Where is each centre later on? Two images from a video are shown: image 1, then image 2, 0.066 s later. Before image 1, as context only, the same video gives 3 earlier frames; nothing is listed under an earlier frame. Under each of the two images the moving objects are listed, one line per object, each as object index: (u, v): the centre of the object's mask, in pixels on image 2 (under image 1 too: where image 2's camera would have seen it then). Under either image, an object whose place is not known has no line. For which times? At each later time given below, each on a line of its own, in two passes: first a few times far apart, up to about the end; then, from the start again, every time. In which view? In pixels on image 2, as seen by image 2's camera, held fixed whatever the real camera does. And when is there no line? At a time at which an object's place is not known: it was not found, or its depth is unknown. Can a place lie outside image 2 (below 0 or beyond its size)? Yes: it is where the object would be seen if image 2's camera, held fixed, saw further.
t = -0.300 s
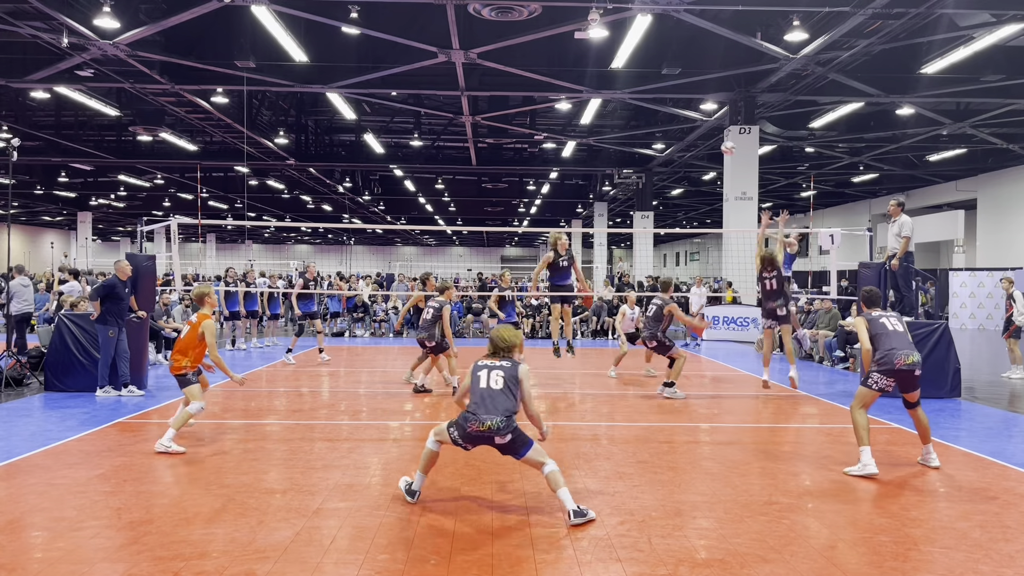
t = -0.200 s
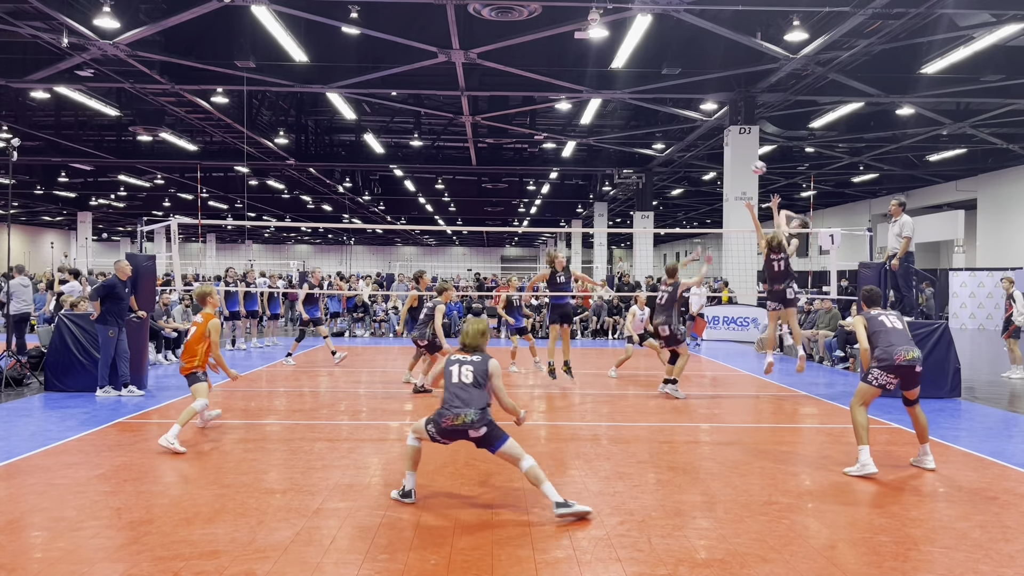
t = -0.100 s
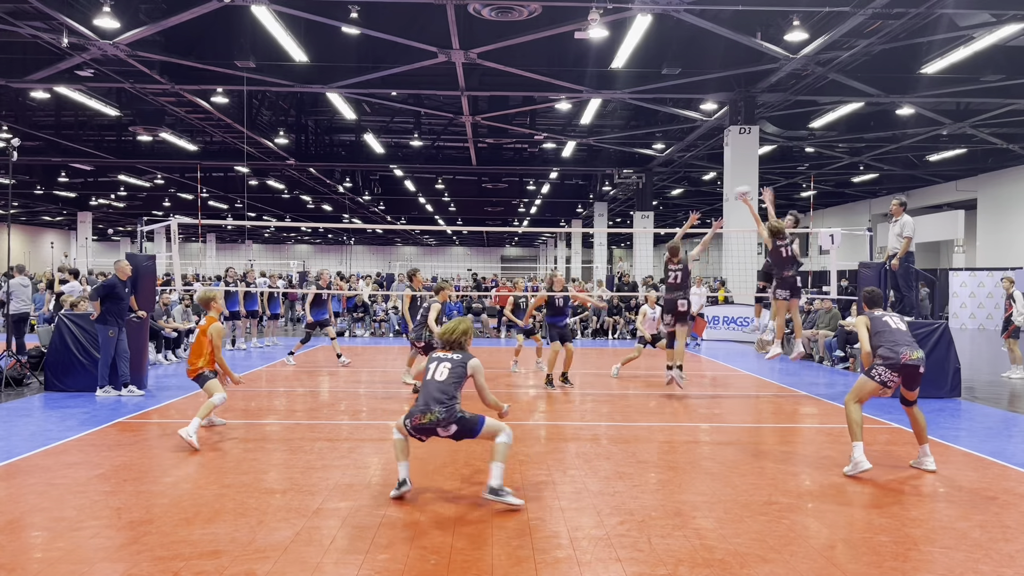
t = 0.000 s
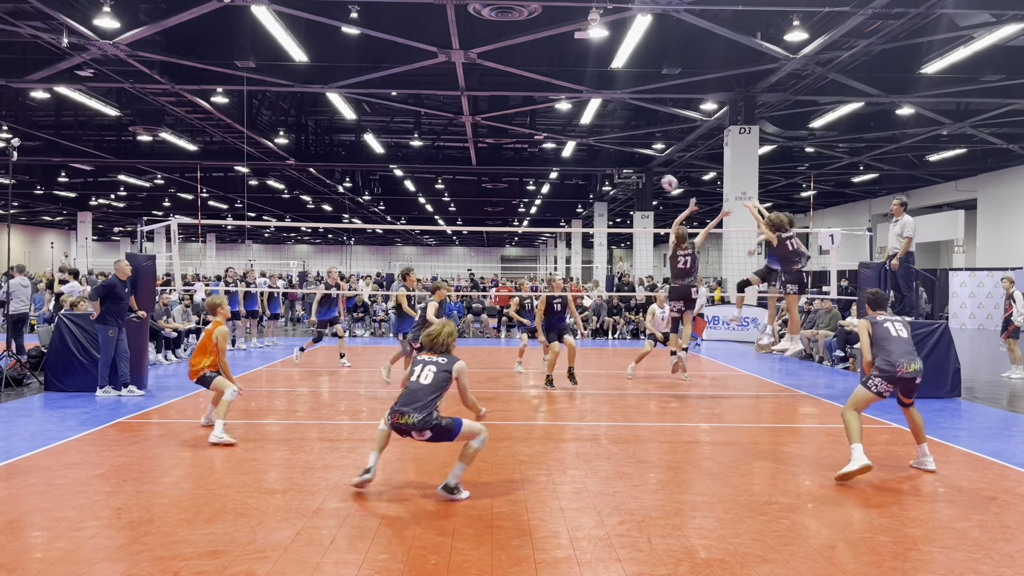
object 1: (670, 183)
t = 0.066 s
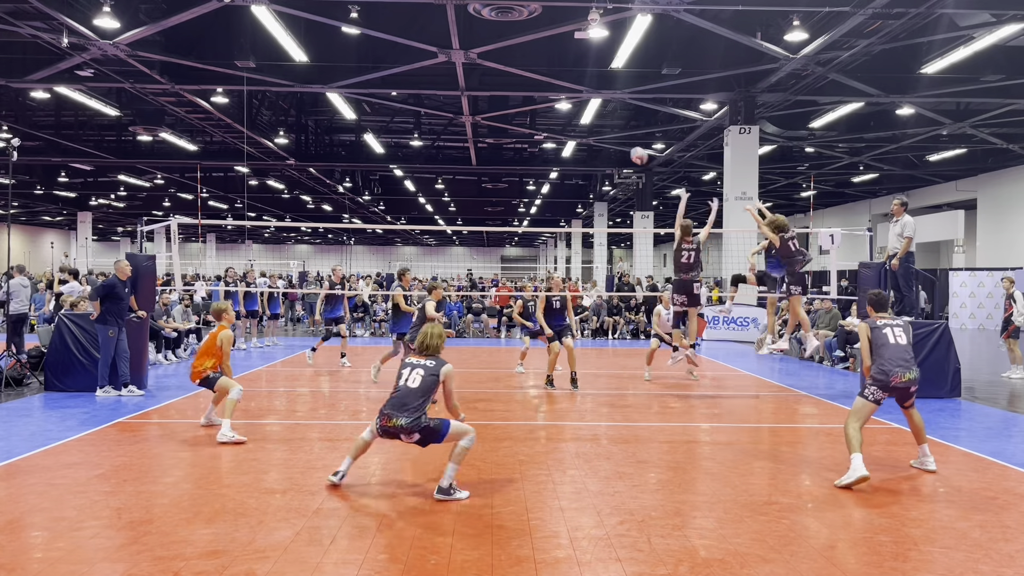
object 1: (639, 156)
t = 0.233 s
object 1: (558, 99)
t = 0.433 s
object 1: (456, 59)
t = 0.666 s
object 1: (326, 53)
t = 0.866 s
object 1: (207, 88)
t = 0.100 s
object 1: (623, 143)
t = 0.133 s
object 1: (607, 131)
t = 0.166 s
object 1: (592, 121)
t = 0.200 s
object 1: (575, 109)
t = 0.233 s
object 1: (558, 99)
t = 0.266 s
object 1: (542, 91)
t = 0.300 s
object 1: (525, 83)
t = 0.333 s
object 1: (508, 76)
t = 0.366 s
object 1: (491, 69)
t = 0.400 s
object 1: (473, 64)
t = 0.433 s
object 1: (456, 59)
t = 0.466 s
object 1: (438, 55)
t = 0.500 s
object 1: (420, 52)
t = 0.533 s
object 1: (402, 50)
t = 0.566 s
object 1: (383, 50)
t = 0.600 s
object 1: (364, 49)
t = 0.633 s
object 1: (345, 50)
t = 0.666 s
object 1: (326, 53)
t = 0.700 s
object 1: (308, 56)
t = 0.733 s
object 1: (286, 61)
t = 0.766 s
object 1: (268, 65)
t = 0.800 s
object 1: (248, 71)
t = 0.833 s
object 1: (227, 79)
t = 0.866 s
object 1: (207, 88)
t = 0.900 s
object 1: (186, 98)
